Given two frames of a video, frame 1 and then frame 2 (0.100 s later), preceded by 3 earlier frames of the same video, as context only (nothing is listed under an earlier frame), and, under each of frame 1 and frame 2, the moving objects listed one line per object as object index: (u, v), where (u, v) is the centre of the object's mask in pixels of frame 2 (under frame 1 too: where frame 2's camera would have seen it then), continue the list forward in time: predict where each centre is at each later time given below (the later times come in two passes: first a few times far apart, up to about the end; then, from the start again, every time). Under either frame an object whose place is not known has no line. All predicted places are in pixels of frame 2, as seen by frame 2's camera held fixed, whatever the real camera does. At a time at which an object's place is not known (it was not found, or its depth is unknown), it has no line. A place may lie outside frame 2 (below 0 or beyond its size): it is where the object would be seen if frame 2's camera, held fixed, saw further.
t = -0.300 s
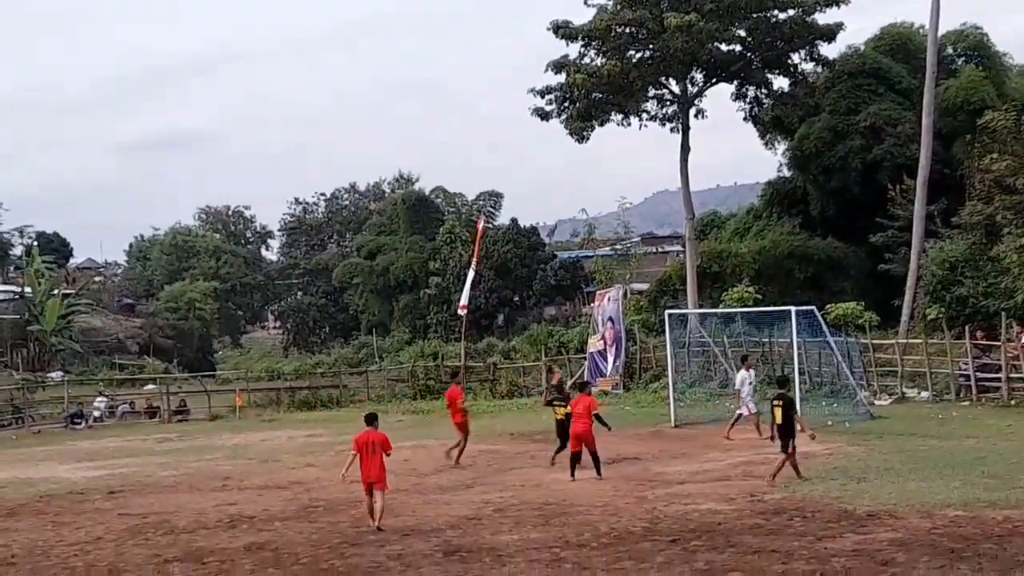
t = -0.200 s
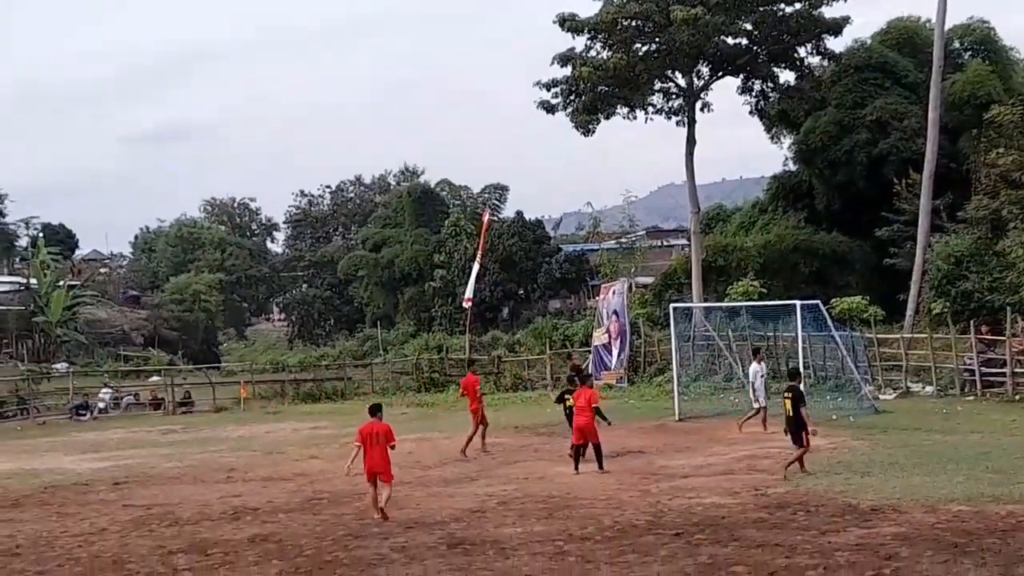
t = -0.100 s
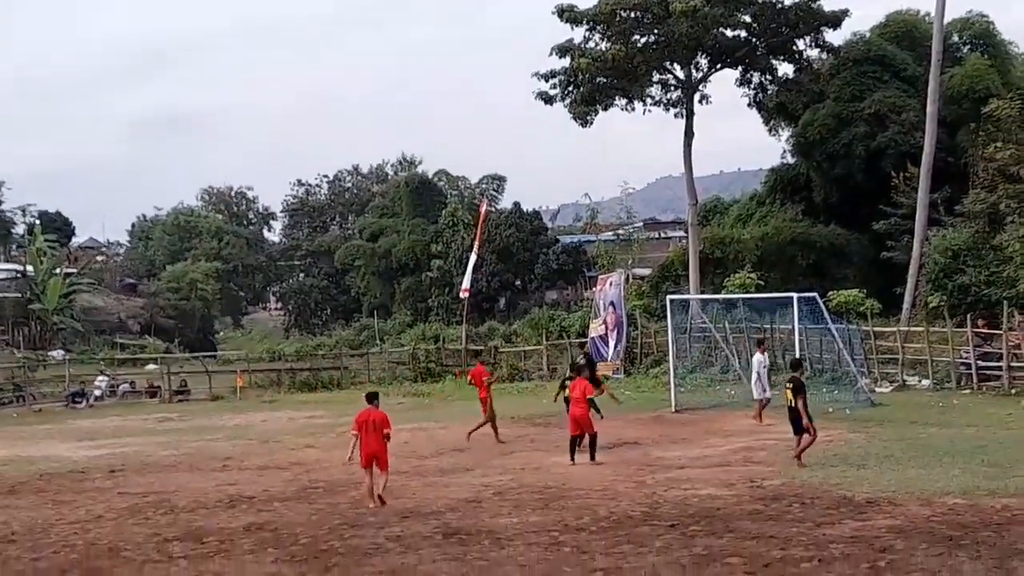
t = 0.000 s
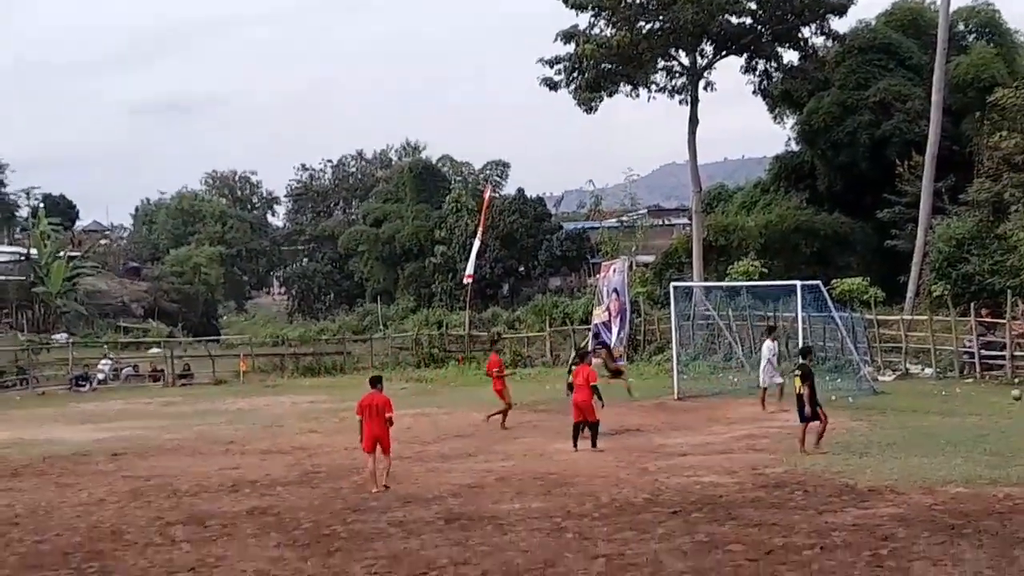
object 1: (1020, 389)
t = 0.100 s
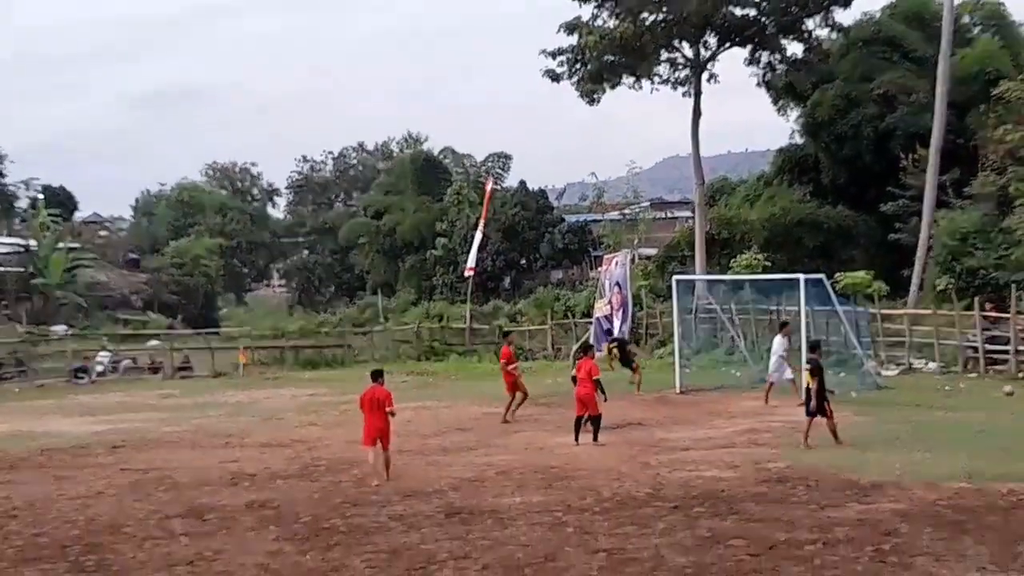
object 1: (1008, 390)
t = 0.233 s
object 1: (994, 390)
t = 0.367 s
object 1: (979, 391)
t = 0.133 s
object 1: (1004, 390)
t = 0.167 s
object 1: (1001, 390)
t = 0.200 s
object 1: (997, 390)
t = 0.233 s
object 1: (994, 390)
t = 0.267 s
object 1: (990, 390)
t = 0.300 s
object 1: (986, 391)
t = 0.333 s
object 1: (982, 391)
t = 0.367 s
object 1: (979, 391)
